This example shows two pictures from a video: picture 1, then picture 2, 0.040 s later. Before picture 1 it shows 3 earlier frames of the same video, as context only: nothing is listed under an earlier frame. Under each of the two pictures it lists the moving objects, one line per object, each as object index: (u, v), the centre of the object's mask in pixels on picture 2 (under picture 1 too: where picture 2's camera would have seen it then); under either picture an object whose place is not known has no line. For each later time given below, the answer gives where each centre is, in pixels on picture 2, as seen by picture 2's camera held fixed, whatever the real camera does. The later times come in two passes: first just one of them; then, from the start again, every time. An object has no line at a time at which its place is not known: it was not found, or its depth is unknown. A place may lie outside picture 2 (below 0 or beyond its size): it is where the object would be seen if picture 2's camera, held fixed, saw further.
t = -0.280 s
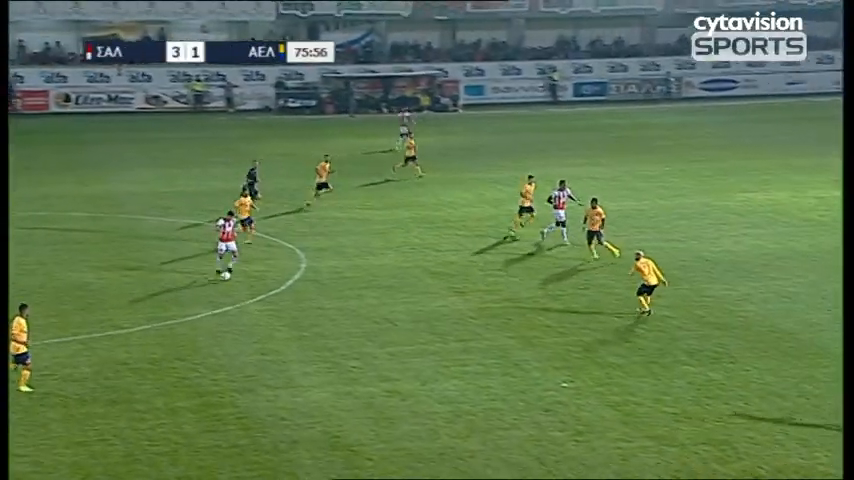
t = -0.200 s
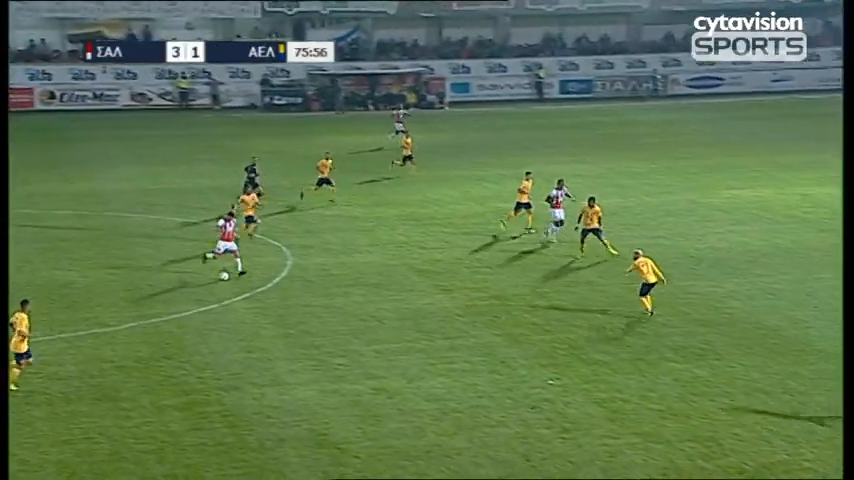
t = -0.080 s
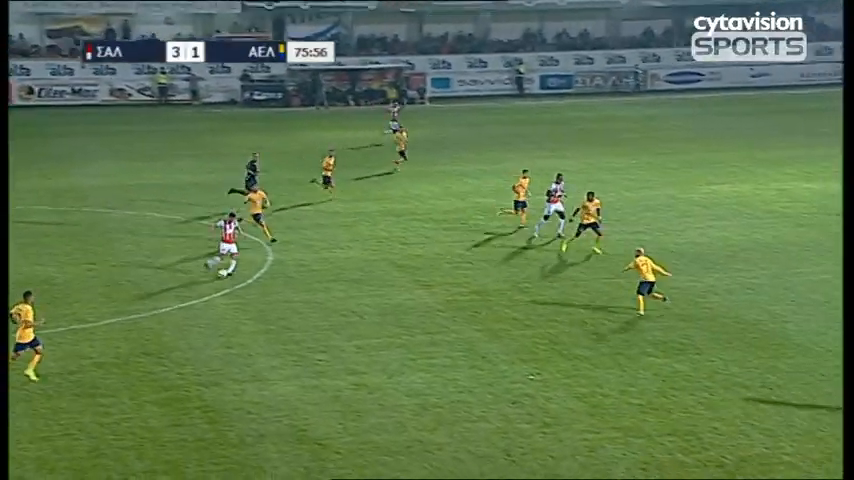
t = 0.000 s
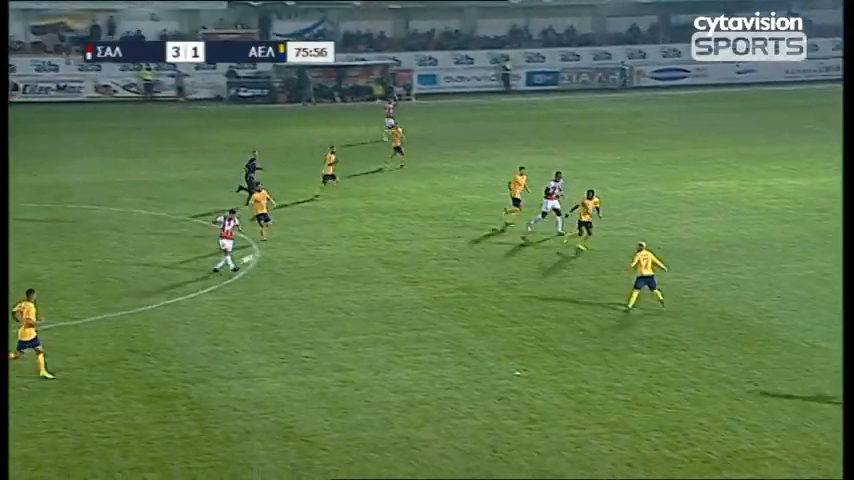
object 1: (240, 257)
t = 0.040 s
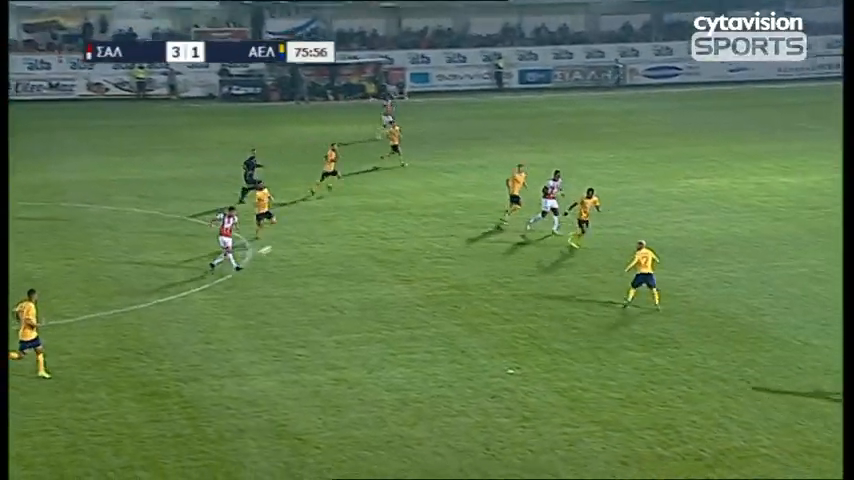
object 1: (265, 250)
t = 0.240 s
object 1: (392, 217)
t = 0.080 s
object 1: (291, 242)
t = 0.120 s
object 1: (315, 235)
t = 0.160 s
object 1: (341, 229)
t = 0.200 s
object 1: (366, 223)
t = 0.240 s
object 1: (392, 217)
